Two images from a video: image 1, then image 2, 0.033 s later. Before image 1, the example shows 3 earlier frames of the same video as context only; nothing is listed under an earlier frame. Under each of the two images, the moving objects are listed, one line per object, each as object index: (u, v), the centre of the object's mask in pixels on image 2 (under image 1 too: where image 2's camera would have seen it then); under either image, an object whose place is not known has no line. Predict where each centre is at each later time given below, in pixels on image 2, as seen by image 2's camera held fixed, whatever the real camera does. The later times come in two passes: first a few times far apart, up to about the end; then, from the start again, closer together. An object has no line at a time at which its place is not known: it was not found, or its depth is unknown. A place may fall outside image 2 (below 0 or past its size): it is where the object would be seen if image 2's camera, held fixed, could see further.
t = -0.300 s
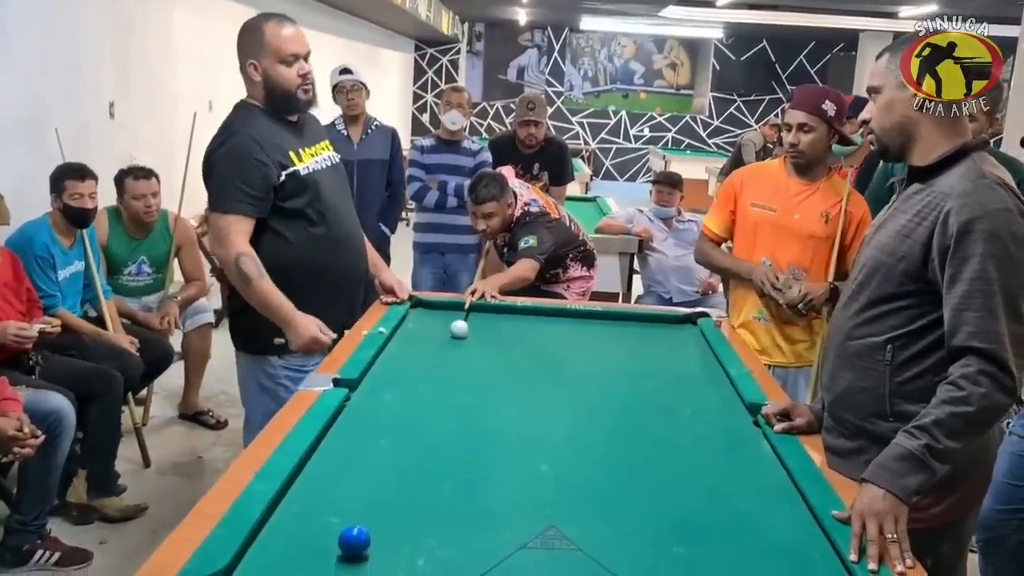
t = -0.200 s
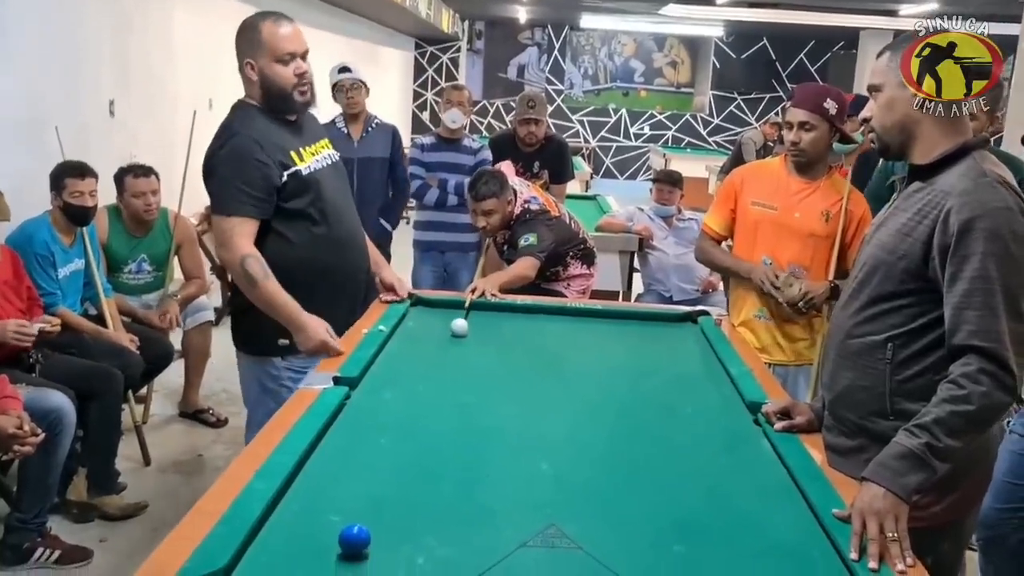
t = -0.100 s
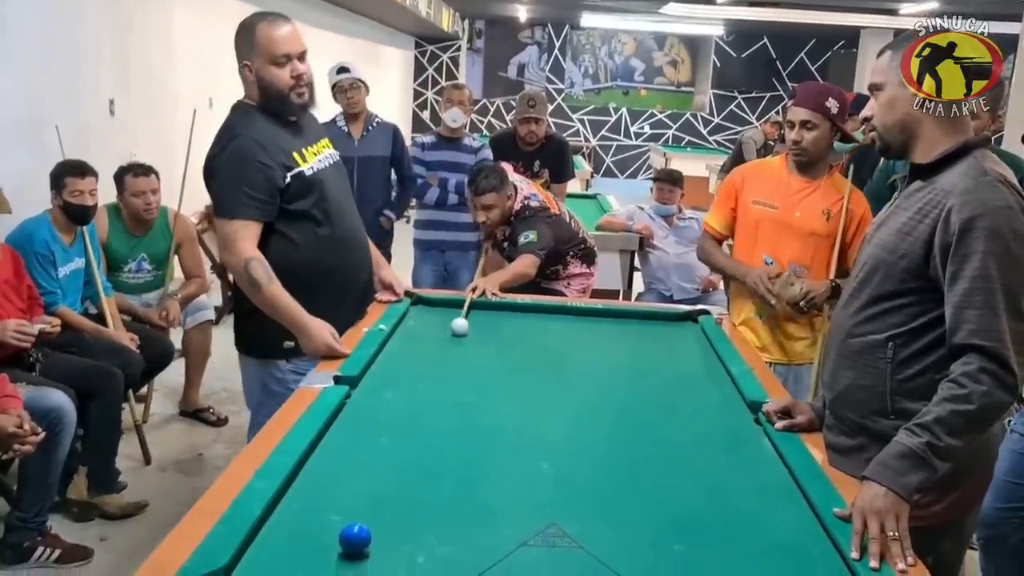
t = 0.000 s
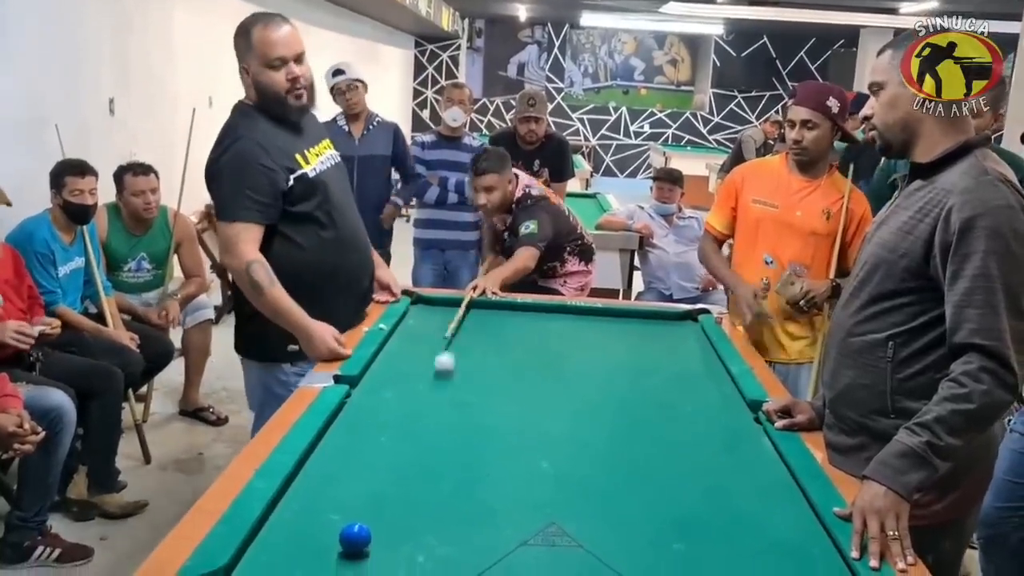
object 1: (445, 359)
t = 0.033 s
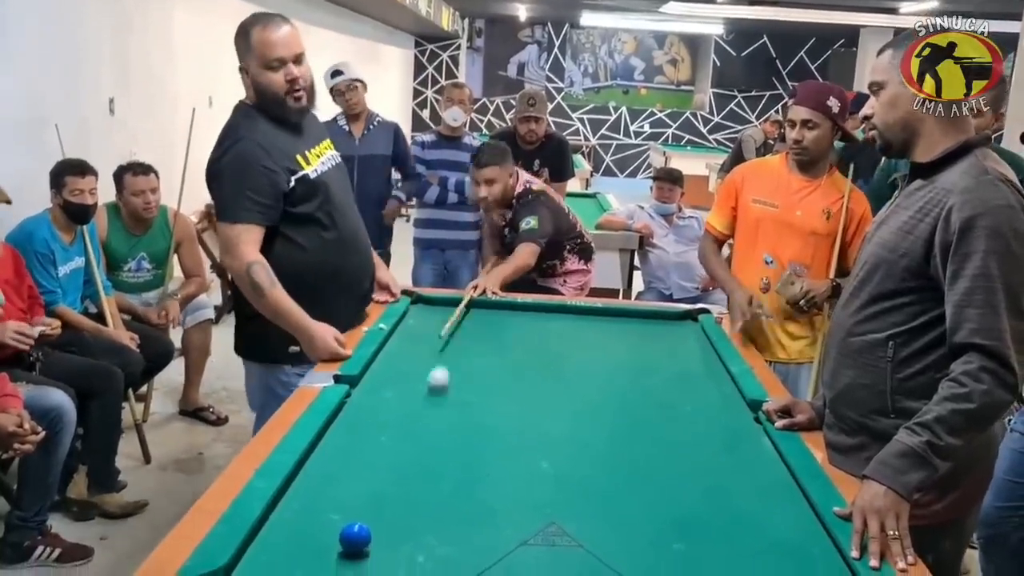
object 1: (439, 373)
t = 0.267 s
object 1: (404, 540)
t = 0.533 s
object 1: (596, 523)
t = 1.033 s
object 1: (751, 440)
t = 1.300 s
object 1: (680, 404)
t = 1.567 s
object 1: (625, 375)
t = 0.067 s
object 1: (431, 393)
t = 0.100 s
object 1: (425, 412)
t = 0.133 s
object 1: (416, 434)
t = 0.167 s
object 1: (406, 460)
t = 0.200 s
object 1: (395, 486)
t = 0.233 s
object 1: (384, 519)
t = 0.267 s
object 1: (404, 540)
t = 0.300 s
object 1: (431, 561)
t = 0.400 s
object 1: (514, 565)
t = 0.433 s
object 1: (538, 559)
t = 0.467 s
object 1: (559, 543)
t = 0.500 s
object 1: (578, 533)
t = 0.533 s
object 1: (596, 523)
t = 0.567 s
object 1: (613, 515)
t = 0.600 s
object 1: (628, 508)
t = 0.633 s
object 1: (642, 500)
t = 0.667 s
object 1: (656, 495)
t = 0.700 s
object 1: (669, 489)
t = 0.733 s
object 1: (681, 484)
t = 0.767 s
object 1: (694, 479)
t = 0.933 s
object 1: (748, 454)
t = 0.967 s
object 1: (758, 450)
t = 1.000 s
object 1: (763, 445)
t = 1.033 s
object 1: (751, 440)
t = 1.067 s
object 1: (740, 435)
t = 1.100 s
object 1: (731, 430)
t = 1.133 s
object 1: (722, 425)
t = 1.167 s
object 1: (713, 421)
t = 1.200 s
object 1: (705, 417)
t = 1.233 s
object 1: (696, 412)
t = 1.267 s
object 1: (688, 408)
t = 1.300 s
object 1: (680, 404)
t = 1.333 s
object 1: (673, 400)
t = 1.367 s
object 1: (665, 397)
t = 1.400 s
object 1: (659, 393)
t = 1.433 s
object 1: (652, 389)
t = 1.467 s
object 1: (644, 385)
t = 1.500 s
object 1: (638, 382)
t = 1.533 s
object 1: (632, 379)
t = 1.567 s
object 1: (625, 375)
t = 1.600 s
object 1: (619, 372)
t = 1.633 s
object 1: (613, 369)
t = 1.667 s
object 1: (607, 366)
